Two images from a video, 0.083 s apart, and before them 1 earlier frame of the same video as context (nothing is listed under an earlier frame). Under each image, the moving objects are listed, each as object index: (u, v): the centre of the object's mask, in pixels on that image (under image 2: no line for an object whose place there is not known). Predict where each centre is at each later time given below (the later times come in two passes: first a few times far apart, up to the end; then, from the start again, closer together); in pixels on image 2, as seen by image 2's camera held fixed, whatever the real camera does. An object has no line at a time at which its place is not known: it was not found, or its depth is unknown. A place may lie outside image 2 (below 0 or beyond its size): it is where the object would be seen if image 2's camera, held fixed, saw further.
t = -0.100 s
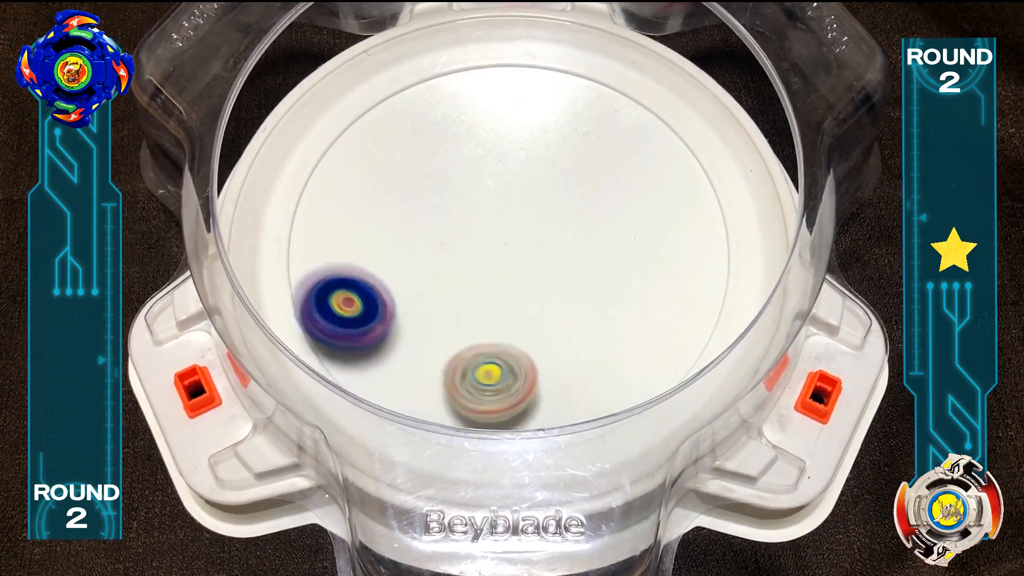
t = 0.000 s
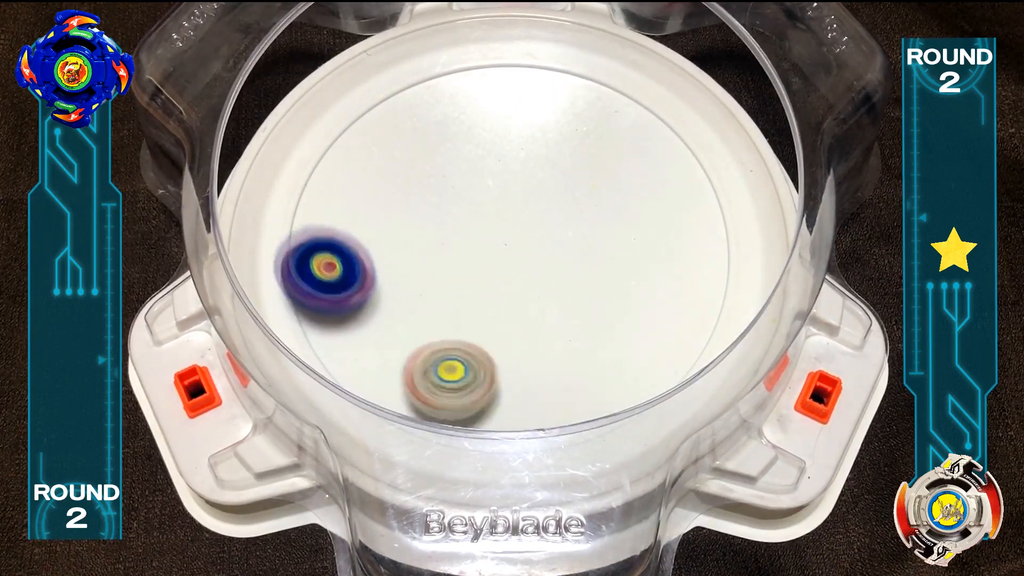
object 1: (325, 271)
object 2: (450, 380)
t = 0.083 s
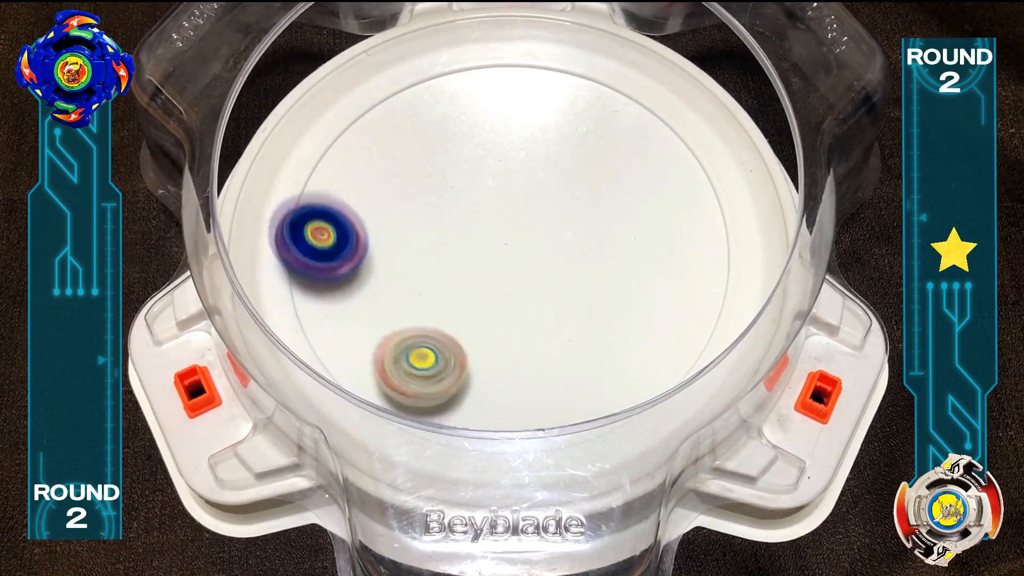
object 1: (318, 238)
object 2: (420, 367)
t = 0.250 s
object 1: (331, 174)
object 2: (378, 324)
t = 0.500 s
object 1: (404, 110)
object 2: (377, 234)
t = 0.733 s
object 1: (500, 101)
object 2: (428, 165)
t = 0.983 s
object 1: (613, 123)
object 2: (471, 144)
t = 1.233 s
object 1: (675, 185)
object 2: (538, 187)
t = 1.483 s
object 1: (665, 281)
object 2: (573, 218)
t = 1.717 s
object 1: (589, 334)
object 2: (525, 243)
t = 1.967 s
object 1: (491, 345)
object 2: (473, 234)
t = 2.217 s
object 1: (436, 290)
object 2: (429, 198)
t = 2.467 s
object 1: (403, 343)
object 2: (494, 83)
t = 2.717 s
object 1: (492, 307)
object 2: (540, 102)
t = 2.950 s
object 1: (558, 287)
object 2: (563, 204)
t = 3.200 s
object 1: (550, 331)
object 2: (695, 218)
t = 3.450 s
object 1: (516, 361)
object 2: (657, 259)
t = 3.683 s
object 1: (482, 326)
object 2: (566, 307)
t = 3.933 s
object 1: (462, 262)
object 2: (618, 311)
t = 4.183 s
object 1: (492, 248)
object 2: (555, 292)
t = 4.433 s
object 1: (524, 228)
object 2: (570, 292)
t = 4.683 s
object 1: (549, 205)
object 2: (564, 292)
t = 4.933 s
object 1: (518, 184)
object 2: (568, 288)
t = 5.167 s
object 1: (485, 209)
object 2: (563, 292)
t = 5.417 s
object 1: (465, 245)
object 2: (569, 286)
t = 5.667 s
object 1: (492, 270)
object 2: (565, 291)
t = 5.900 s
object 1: (505, 245)
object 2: (568, 287)
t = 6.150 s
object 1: (526, 221)
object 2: (567, 287)
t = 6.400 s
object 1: (554, 208)
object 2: (559, 297)
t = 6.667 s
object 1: (555, 208)
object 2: (562, 294)
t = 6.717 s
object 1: (550, 214)
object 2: (566, 292)
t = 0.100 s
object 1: (318, 232)
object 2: (415, 365)
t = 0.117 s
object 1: (318, 225)
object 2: (410, 362)
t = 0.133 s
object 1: (318, 219)
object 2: (405, 356)
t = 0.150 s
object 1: (319, 212)
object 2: (401, 352)
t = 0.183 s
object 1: (322, 199)
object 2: (392, 345)
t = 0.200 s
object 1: (324, 193)
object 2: (388, 338)
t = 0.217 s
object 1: (326, 187)
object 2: (384, 333)
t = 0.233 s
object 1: (328, 181)
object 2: (381, 329)
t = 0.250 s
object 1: (331, 174)
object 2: (378, 324)
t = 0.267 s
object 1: (334, 169)
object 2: (376, 318)
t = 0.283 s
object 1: (337, 163)
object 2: (373, 312)
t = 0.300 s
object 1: (341, 158)
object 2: (371, 306)
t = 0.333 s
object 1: (349, 148)
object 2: (368, 296)
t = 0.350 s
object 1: (353, 144)
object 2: (368, 288)
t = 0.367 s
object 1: (358, 138)
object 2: (367, 283)
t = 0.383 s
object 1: (363, 135)
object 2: (367, 277)
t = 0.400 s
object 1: (368, 130)
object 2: (368, 271)
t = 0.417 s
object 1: (374, 127)
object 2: (368, 264)
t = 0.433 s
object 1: (380, 122)
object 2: (370, 259)
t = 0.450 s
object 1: (385, 120)
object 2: (370, 252)
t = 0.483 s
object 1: (398, 114)
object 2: (375, 241)
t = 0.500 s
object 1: (404, 110)
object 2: (377, 234)
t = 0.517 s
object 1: (411, 108)
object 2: (379, 228)
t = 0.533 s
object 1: (417, 106)
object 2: (382, 224)
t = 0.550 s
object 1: (424, 105)
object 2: (385, 218)
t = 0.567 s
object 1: (431, 103)
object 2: (389, 212)
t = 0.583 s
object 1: (437, 102)
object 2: (392, 206)
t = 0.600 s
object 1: (444, 101)
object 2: (395, 203)
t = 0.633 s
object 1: (458, 99)
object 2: (403, 193)
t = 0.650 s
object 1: (464, 99)
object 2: (407, 188)
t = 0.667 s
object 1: (472, 99)
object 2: (410, 183)
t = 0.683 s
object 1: (478, 99)
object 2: (414, 179)
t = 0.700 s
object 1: (486, 99)
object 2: (419, 174)
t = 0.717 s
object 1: (493, 100)
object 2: (424, 169)
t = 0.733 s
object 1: (500, 101)
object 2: (428, 165)
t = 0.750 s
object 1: (507, 102)
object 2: (432, 162)
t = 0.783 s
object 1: (521, 105)
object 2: (444, 155)
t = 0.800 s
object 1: (528, 107)
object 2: (449, 150)
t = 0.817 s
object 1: (535, 109)
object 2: (453, 147)
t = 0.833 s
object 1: (542, 111)
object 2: (458, 145)
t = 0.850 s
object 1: (553, 112)
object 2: (459, 143)
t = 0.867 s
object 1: (565, 113)
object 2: (458, 142)
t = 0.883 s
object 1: (575, 114)
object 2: (459, 141)
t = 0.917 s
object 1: (590, 117)
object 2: (462, 141)
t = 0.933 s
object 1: (596, 119)
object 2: (464, 141)
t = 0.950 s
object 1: (602, 120)
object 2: (466, 142)
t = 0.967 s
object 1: (607, 121)
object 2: (468, 143)
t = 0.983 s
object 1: (613, 123)
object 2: (471, 144)
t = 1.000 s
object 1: (619, 125)
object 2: (473, 145)
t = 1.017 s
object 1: (625, 128)
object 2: (475, 147)
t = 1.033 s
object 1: (630, 131)
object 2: (479, 150)
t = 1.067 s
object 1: (641, 137)
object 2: (488, 153)
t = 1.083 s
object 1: (646, 141)
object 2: (492, 158)
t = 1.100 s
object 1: (650, 145)
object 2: (497, 160)
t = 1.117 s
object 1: (654, 149)
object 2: (503, 164)
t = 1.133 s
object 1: (659, 154)
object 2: (508, 167)
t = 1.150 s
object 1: (662, 159)
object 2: (512, 170)
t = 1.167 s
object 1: (666, 163)
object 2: (517, 174)
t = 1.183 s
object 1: (668, 169)
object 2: (523, 177)
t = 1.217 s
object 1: (673, 180)
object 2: (533, 185)
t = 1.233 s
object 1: (675, 185)
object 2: (538, 187)
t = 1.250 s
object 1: (676, 192)
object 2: (543, 192)
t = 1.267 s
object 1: (677, 197)
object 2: (548, 194)
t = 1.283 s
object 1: (678, 204)
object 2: (553, 198)
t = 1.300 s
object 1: (678, 210)
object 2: (559, 202)
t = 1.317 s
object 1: (678, 216)
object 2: (563, 205)
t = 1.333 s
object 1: (677, 222)
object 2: (568, 208)
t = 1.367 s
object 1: (674, 235)
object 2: (578, 214)
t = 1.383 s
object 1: (673, 241)
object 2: (582, 217)
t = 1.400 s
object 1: (671, 248)
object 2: (585, 219)
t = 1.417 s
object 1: (673, 255)
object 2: (584, 219)
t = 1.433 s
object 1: (674, 262)
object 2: (580, 219)
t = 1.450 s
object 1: (671, 270)
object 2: (577, 220)
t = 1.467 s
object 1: (669, 275)
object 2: (574, 219)
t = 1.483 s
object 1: (665, 281)
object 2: (573, 218)
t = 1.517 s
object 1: (658, 291)
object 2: (566, 222)
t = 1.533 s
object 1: (653, 296)
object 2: (564, 223)
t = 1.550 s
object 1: (649, 301)
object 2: (562, 224)
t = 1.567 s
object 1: (643, 305)
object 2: (559, 225)
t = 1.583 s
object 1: (639, 309)
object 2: (555, 226)
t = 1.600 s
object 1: (632, 313)
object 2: (553, 228)
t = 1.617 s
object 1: (627, 317)
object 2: (550, 229)
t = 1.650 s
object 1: (614, 324)
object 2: (541, 234)
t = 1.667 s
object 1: (608, 327)
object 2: (539, 235)
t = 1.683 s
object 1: (602, 329)
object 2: (534, 237)
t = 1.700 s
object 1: (595, 332)
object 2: (529, 240)
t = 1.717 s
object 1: (589, 334)
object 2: (525, 243)
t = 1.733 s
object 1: (582, 335)
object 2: (522, 245)
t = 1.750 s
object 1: (575, 336)
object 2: (517, 247)
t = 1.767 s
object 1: (568, 337)
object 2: (512, 250)
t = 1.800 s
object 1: (554, 338)
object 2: (505, 256)
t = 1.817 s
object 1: (547, 338)
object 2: (500, 258)
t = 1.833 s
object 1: (541, 337)
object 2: (497, 261)
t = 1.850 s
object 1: (533, 336)
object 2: (495, 266)
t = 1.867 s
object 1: (527, 335)
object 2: (491, 267)
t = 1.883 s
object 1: (520, 334)
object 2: (487, 268)
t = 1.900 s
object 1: (514, 340)
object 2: (486, 263)
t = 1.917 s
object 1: (509, 343)
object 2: (482, 253)
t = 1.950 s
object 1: (497, 346)
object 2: (475, 240)
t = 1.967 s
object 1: (491, 345)
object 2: (473, 234)
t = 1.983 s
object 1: (486, 343)
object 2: (469, 229)
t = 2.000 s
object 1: (481, 341)
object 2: (465, 224)
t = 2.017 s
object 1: (475, 339)
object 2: (462, 221)
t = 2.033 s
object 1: (471, 336)
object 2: (457, 219)
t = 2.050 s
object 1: (465, 333)
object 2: (453, 215)
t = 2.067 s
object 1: (461, 329)
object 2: (450, 212)
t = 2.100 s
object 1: (453, 321)
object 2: (442, 207)
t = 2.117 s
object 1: (449, 318)
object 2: (439, 205)
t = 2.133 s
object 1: (446, 314)
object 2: (436, 203)
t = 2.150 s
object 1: (444, 309)
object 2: (433, 201)
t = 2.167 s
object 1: (441, 305)
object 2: (432, 200)
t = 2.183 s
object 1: (439, 300)
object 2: (430, 198)
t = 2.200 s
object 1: (437, 296)
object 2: (429, 199)
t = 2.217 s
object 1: (436, 290)
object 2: (429, 198)
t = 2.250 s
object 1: (433, 283)
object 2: (429, 198)
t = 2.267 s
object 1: (433, 279)
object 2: (430, 198)
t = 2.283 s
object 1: (427, 285)
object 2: (435, 186)
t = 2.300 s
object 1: (423, 299)
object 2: (442, 171)
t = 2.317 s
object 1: (418, 310)
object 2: (448, 154)
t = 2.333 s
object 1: (415, 321)
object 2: (455, 139)
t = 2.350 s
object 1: (411, 328)
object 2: (463, 126)
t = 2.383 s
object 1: (405, 339)
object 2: (474, 106)
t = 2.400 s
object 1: (403, 343)
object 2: (479, 99)
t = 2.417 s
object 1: (400, 345)
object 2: (484, 94)
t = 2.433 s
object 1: (399, 345)
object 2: (488, 90)
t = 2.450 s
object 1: (400, 345)
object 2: (492, 86)
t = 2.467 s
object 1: (403, 343)
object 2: (494, 83)
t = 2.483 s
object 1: (407, 341)
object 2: (496, 82)
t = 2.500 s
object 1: (413, 338)
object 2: (498, 82)
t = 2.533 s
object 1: (426, 332)
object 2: (504, 80)
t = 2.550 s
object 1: (432, 330)
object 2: (508, 80)
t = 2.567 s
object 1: (439, 328)
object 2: (510, 78)
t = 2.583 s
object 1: (445, 325)
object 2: (514, 80)
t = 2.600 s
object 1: (450, 323)
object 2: (518, 80)
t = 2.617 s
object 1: (457, 320)
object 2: (522, 82)
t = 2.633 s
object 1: (463, 318)
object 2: (525, 82)
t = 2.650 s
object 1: (468, 316)
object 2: (529, 86)
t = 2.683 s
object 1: (480, 311)
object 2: (534, 92)
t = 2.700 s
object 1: (486, 309)
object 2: (538, 96)
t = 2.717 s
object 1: (492, 307)
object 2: (540, 102)
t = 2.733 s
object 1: (496, 305)
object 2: (542, 105)
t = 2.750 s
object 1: (502, 303)
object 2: (544, 111)
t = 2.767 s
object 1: (507, 301)
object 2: (545, 115)
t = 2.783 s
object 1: (511, 299)
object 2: (546, 119)
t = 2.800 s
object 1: (517, 297)
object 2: (546, 128)
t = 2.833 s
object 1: (526, 295)
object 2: (549, 143)
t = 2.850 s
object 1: (531, 293)
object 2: (551, 149)
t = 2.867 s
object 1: (536, 291)
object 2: (552, 157)
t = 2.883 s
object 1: (540, 290)
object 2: (554, 164)
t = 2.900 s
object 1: (545, 288)
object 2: (554, 174)
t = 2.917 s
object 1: (550, 288)
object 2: (557, 184)
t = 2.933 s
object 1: (553, 287)
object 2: (559, 194)
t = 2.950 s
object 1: (558, 287)
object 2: (563, 204)
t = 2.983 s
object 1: (564, 286)
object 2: (571, 215)
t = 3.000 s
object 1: (560, 296)
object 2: (586, 219)
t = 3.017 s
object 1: (556, 303)
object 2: (601, 218)
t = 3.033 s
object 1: (552, 310)
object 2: (613, 214)
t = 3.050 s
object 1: (548, 315)
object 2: (624, 214)
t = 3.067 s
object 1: (546, 318)
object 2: (638, 213)
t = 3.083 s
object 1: (545, 320)
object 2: (651, 214)
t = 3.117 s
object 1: (546, 323)
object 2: (672, 219)
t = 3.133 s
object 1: (547, 324)
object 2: (679, 216)
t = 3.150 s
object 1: (549, 325)
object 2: (684, 213)
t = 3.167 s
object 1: (550, 327)
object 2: (689, 214)
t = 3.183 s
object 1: (550, 329)
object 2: (693, 215)
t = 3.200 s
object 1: (550, 331)
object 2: (695, 218)
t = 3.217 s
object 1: (551, 334)
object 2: (697, 220)
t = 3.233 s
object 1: (550, 337)
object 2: (696, 224)
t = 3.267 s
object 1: (549, 343)
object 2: (695, 228)
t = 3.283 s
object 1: (547, 346)
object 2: (693, 232)
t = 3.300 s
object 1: (545, 348)
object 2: (691, 234)
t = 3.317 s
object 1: (543, 351)
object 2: (689, 238)
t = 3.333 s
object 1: (541, 353)
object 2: (686, 241)
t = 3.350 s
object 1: (538, 356)
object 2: (682, 243)
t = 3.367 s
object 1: (534, 357)
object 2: (679, 245)
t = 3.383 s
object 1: (532, 359)
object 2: (676, 246)
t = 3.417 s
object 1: (523, 361)
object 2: (666, 254)
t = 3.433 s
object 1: (520, 361)
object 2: (662, 254)
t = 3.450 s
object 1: (516, 361)
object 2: (657, 259)
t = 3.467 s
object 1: (511, 360)
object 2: (650, 263)
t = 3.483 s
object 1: (507, 359)
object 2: (644, 266)
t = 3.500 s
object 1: (505, 358)
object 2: (638, 267)
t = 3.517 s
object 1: (501, 357)
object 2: (632, 271)
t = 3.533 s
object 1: (497, 354)
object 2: (625, 277)
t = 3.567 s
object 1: (492, 350)
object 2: (611, 284)
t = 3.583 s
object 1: (489, 346)
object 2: (603, 287)
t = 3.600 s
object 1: (487, 343)
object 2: (597, 289)
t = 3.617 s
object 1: (486, 340)
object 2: (592, 293)
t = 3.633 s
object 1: (484, 336)
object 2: (585, 299)
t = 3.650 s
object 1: (483, 332)
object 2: (577, 302)
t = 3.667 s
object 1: (483, 329)
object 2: (571, 306)
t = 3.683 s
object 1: (482, 326)
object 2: (566, 307)
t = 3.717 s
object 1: (483, 318)
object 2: (558, 312)
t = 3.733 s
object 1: (479, 317)
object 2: (560, 316)
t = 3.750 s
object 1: (471, 312)
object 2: (568, 320)
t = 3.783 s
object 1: (458, 304)
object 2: (580, 326)
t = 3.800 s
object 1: (455, 299)
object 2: (585, 328)
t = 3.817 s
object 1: (453, 292)
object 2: (592, 329)
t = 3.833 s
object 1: (452, 287)
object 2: (598, 329)
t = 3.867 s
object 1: (452, 275)
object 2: (608, 326)
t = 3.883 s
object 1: (454, 271)
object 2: (612, 323)
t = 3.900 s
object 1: (457, 267)
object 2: (615, 319)
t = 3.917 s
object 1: (459, 264)
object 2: (617, 315)
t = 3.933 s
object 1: (462, 262)
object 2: (618, 311)
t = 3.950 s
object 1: (465, 259)
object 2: (619, 307)
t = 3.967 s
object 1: (468, 258)
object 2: (617, 303)
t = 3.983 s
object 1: (471, 258)
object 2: (613, 298)
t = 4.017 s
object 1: (474, 257)
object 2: (600, 293)
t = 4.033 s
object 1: (477, 256)
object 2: (593, 291)
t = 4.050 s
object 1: (478, 255)
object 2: (585, 291)
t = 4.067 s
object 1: (479, 255)
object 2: (578, 289)
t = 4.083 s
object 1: (482, 254)
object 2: (570, 288)
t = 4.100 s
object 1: (486, 254)
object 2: (564, 288)
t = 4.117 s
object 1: (487, 255)
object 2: (559, 289)
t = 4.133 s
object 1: (487, 252)
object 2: (556, 290)
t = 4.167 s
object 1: (489, 249)
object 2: (555, 291)
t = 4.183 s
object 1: (492, 248)
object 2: (555, 292)
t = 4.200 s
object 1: (494, 246)
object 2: (558, 294)
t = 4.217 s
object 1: (494, 240)
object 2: (561, 296)
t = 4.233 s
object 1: (493, 237)
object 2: (564, 297)
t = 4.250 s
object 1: (492, 234)
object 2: (566, 299)
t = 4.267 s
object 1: (493, 231)
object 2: (566, 299)
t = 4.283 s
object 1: (494, 229)
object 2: (566, 299)
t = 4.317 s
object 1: (501, 228)
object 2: (566, 299)
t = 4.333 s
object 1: (505, 228)
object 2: (566, 298)
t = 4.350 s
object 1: (508, 228)
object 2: (566, 297)
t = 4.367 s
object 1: (512, 228)
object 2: (566, 297)
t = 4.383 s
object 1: (514, 228)
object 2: (567, 296)
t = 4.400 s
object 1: (518, 228)
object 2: (567, 294)
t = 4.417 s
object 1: (521, 228)
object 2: (568, 293)
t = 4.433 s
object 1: (524, 228)
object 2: (570, 292)
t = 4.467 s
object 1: (530, 228)
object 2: (573, 289)
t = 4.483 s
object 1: (533, 227)
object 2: (575, 287)
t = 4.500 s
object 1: (536, 227)
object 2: (576, 287)
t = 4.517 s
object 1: (539, 227)
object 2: (577, 287)
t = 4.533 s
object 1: (541, 227)
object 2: (577, 286)
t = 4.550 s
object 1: (545, 224)
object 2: (576, 288)
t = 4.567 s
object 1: (548, 222)
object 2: (574, 289)
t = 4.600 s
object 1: (550, 217)
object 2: (572, 290)
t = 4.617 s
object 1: (551, 215)
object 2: (569, 291)
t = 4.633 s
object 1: (550, 214)
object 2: (567, 291)
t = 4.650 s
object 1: (550, 211)
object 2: (566, 291)
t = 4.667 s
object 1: (550, 209)
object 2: (564, 292)
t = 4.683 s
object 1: (549, 205)
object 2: (564, 292)
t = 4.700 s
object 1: (548, 202)
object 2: (564, 293)
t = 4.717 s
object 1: (548, 198)
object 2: (563, 294)
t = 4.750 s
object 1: (546, 194)
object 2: (563, 294)
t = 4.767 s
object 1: (544, 193)
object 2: (563, 294)
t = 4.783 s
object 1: (542, 190)
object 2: (563, 294)
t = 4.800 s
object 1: (540, 187)
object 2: (563, 294)
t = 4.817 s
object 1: (538, 186)
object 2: (564, 293)
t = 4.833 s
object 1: (536, 185)
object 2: (564, 292)
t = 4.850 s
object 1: (533, 184)
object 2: (564, 292)
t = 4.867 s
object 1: (530, 183)
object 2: (565, 291)
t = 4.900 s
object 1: (525, 182)
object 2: (566, 289)
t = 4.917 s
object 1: (521, 183)
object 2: (567, 289)
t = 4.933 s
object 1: (518, 184)
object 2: (568, 288)
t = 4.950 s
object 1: (515, 184)
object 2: (569, 287)
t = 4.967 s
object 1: (513, 185)
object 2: (570, 287)
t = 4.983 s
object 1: (510, 187)
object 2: (570, 287)
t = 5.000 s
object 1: (507, 189)
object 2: (570, 287)
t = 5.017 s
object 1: (504, 190)
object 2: (569, 287)
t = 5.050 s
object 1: (500, 194)
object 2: (567, 288)
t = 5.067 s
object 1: (498, 196)
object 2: (566, 289)
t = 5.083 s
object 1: (495, 198)
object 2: (566, 289)
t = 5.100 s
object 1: (493, 200)
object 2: (565, 290)
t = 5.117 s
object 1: (492, 203)
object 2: (564, 291)
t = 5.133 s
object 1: (490, 205)
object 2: (564, 291)
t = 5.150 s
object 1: (487, 207)
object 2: (564, 291)
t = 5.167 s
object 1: (485, 209)
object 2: (563, 292)
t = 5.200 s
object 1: (483, 213)
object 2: (563, 292)
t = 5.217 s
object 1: (481, 216)
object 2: (563, 292)
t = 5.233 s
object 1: (478, 218)
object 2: (563, 292)
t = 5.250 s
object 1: (477, 220)
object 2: (563, 292)
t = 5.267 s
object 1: (476, 223)
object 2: (564, 292)
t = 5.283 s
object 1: (474, 225)
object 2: (564, 291)
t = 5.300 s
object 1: (472, 228)
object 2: (564, 290)
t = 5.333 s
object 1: (470, 232)
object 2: (566, 289)
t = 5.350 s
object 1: (469, 235)
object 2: (567, 288)
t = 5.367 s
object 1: (468, 238)
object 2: (567, 288)
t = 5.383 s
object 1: (466, 241)
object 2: (568, 287)
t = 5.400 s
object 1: (466, 243)
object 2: (568, 287)
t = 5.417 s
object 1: (465, 245)
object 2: (569, 286)
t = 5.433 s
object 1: (465, 248)
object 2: (569, 286)
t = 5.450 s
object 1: (465, 251)
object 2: (569, 286)
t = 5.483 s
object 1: (465, 256)
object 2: (568, 287)
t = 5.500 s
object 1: (467, 258)
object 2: (567, 287)
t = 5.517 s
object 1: (468, 261)
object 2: (567, 288)
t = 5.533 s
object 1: (469, 264)
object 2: (566, 288)
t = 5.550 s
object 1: (471, 265)
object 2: (566, 288)
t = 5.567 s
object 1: (474, 267)
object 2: (565, 289)
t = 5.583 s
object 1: (477, 269)
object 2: (565, 290)
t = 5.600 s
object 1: (480, 270)
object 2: (565, 290)
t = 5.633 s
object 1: (485, 271)
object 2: (564, 290)
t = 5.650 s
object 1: (489, 270)
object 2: (565, 291)
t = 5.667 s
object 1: (492, 270)
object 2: (565, 291)
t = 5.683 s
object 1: (494, 270)
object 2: (566, 291)
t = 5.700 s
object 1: (496, 269)
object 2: (566, 291)
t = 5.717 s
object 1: (498, 267)
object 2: (567, 291)
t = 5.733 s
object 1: (500, 264)
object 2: (567, 292)
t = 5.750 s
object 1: (501, 261)
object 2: (567, 292)
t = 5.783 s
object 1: (502, 255)
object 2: (566, 291)
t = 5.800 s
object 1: (502, 252)
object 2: (566, 290)
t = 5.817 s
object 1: (502, 250)
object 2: (566, 290)
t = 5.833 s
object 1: (502, 248)
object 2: (567, 289)
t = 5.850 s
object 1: (503, 246)
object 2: (567, 288)
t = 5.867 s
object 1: (504, 245)
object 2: (567, 288)
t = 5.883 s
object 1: (505, 244)
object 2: (568, 287)
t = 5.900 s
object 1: (505, 245)
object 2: (568, 287)
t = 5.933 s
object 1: (505, 243)
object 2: (570, 286)
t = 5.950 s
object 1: (506, 242)
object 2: (570, 285)
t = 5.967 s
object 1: (506, 240)
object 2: (570, 285)
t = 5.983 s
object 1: (507, 238)
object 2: (569, 286)
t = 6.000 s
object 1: (509, 236)
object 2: (569, 286)
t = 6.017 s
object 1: (511, 235)
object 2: (568, 287)
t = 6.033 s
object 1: (514, 233)
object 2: (567, 287)
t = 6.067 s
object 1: (516, 230)
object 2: (569, 289)
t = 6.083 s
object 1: (517, 227)
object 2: (570, 289)
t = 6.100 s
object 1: (519, 224)
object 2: (570, 289)
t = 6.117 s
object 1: (521, 223)
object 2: (570, 289)
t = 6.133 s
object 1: (524, 222)
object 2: (568, 288)
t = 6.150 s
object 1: (526, 221)
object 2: (567, 287)
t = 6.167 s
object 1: (528, 221)
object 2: (566, 286)
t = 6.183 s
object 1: (528, 221)
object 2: (565, 286)
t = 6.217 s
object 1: (529, 219)
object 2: (564, 286)
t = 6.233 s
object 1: (529, 218)
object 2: (564, 287)
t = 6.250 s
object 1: (530, 217)
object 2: (563, 287)
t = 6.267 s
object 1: (532, 216)
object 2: (562, 288)
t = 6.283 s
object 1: (535, 215)
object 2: (562, 288)
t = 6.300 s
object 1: (538, 215)
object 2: (562, 288)
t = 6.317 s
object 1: (541, 215)
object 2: (561, 289)
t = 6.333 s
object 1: (544, 216)
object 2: (561, 289)
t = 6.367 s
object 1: (549, 211)
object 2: (561, 294)
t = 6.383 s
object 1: (552, 208)
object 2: (560, 296)
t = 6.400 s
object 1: (554, 208)
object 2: (559, 297)
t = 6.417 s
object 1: (556, 207)
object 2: (558, 297)
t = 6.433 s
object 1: (556, 208)
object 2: (557, 298)
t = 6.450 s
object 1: (556, 208)
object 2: (557, 298)
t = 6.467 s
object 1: (554, 208)
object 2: (557, 299)
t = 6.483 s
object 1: (553, 207)
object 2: (556, 300)
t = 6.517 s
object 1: (554, 204)
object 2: (556, 299)
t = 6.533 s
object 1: (555, 203)
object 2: (556, 299)
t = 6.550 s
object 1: (557, 204)
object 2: (557, 299)
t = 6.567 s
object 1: (558, 205)
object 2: (557, 298)
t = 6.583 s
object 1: (557, 206)
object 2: (557, 298)
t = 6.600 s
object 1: (556, 207)
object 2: (558, 297)
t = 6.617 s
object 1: (555, 207)
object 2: (559, 296)
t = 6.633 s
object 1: (555, 207)
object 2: (559, 295)
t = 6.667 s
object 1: (555, 208)
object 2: (562, 294)
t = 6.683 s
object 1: (554, 209)
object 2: (563, 293)
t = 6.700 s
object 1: (553, 211)
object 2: (565, 293)
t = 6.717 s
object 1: (550, 214)
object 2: (566, 292)
